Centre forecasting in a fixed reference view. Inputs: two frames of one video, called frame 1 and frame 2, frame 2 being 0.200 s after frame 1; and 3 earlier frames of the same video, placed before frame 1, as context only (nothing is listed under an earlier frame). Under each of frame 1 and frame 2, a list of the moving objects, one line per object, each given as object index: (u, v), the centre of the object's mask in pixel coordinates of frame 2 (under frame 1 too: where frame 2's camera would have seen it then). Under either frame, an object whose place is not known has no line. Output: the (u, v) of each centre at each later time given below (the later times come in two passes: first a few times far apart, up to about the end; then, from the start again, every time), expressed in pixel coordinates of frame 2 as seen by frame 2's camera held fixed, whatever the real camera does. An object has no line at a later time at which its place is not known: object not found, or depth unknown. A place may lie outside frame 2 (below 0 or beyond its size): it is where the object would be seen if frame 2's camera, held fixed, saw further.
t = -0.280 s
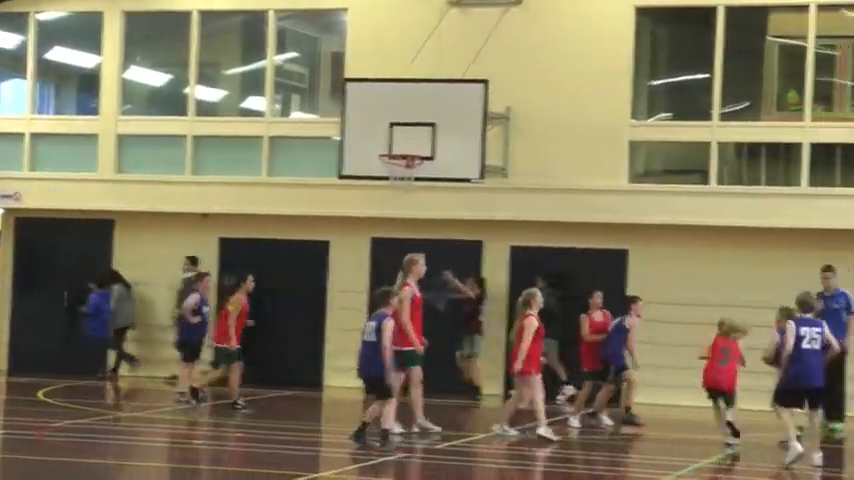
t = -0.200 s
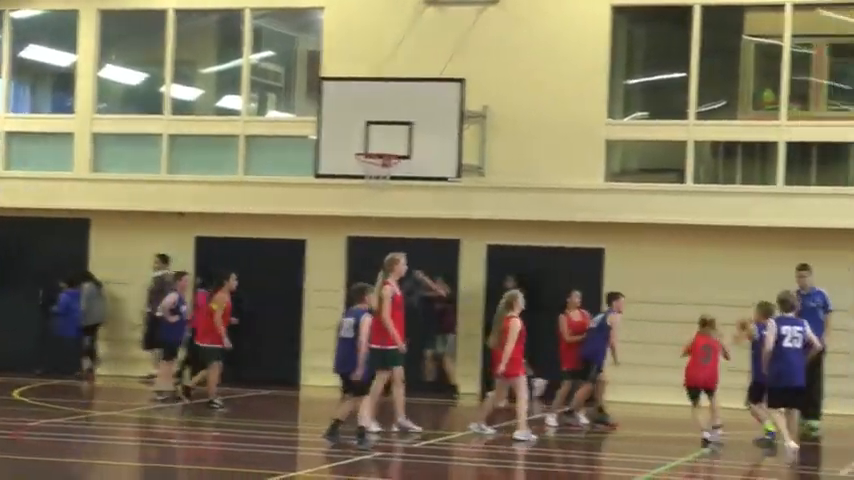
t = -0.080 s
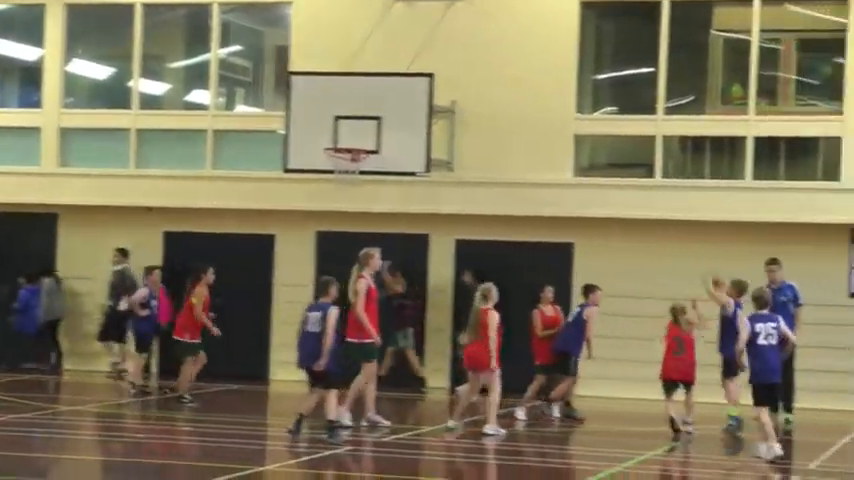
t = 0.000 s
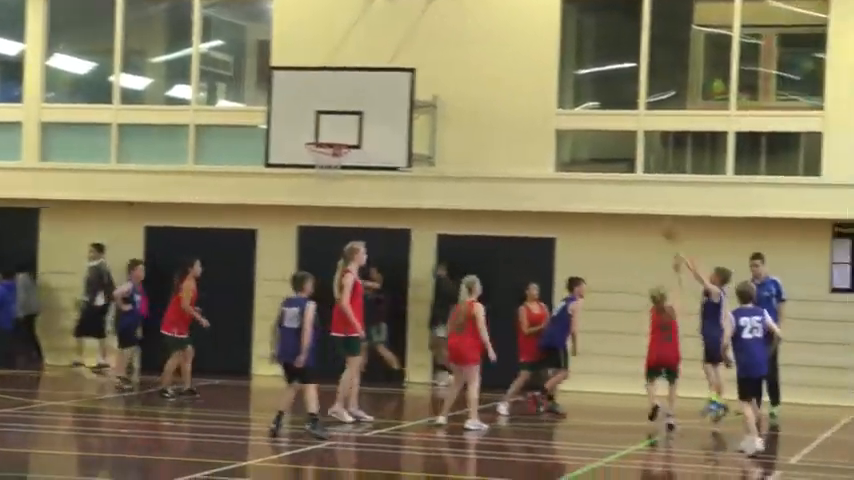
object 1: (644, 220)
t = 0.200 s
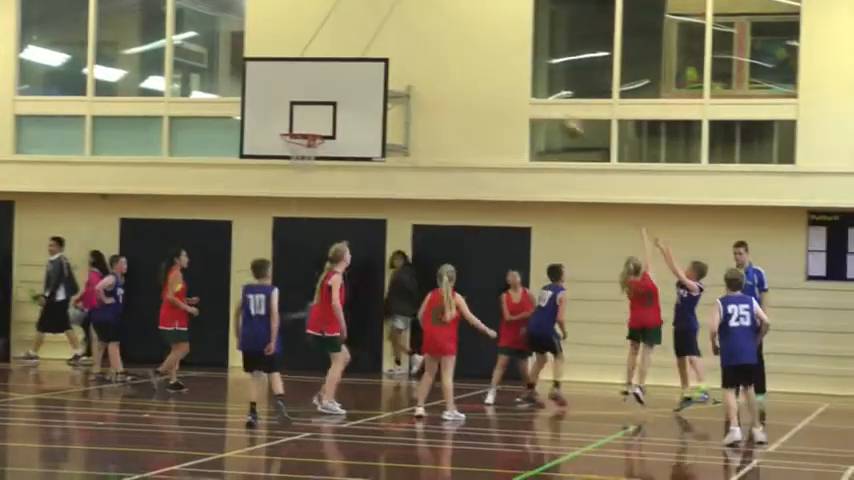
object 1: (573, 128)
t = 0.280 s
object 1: (542, 103)
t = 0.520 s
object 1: (459, 58)
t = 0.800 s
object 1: (365, 72)
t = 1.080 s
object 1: (285, 115)
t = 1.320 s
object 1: (250, 109)
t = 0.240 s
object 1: (557, 113)
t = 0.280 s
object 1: (542, 103)
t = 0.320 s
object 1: (529, 90)
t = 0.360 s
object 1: (515, 81)
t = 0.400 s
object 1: (500, 73)
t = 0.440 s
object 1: (486, 66)
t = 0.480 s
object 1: (473, 61)
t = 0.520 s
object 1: (459, 58)
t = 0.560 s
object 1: (446, 55)
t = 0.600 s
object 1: (432, 55)
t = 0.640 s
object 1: (418, 55)
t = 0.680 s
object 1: (405, 57)
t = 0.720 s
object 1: (392, 61)
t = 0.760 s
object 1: (379, 65)
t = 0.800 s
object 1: (365, 72)
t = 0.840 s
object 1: (352, 79)
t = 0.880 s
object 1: (339, 88)
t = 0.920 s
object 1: (326, 97)
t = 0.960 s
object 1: (312, 109)
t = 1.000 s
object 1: (300, 121)
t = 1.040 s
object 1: (292, 121)
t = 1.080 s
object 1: (285, 115)
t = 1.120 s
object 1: (280, 112)
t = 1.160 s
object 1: (274, 108)
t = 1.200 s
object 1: (268, 106)
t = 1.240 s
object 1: (261, 106)
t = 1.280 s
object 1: (255, 107)
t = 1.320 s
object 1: (250, 109)
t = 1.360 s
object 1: (242, 112)
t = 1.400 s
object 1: (234, 118)
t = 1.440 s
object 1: (230, 125)
